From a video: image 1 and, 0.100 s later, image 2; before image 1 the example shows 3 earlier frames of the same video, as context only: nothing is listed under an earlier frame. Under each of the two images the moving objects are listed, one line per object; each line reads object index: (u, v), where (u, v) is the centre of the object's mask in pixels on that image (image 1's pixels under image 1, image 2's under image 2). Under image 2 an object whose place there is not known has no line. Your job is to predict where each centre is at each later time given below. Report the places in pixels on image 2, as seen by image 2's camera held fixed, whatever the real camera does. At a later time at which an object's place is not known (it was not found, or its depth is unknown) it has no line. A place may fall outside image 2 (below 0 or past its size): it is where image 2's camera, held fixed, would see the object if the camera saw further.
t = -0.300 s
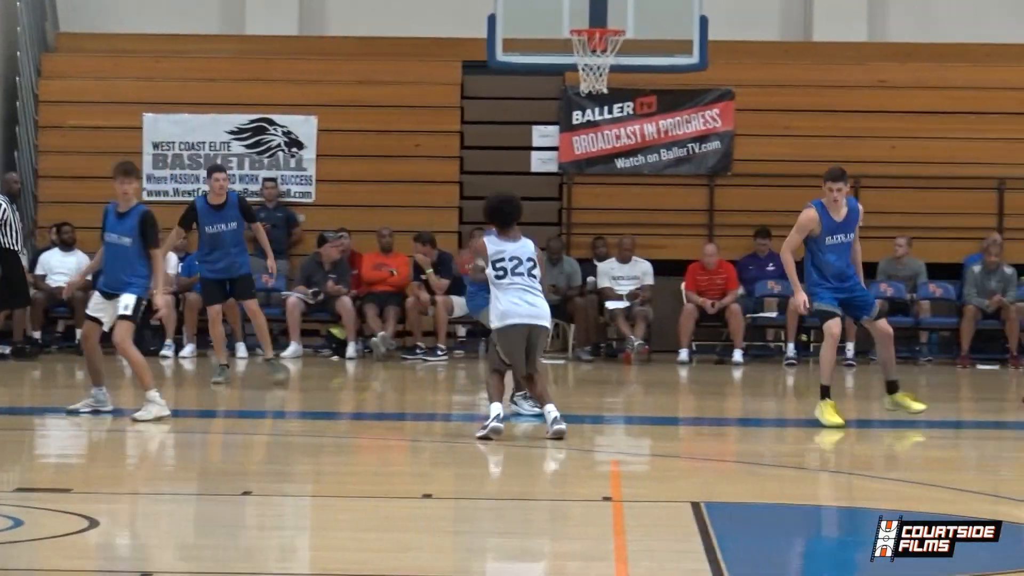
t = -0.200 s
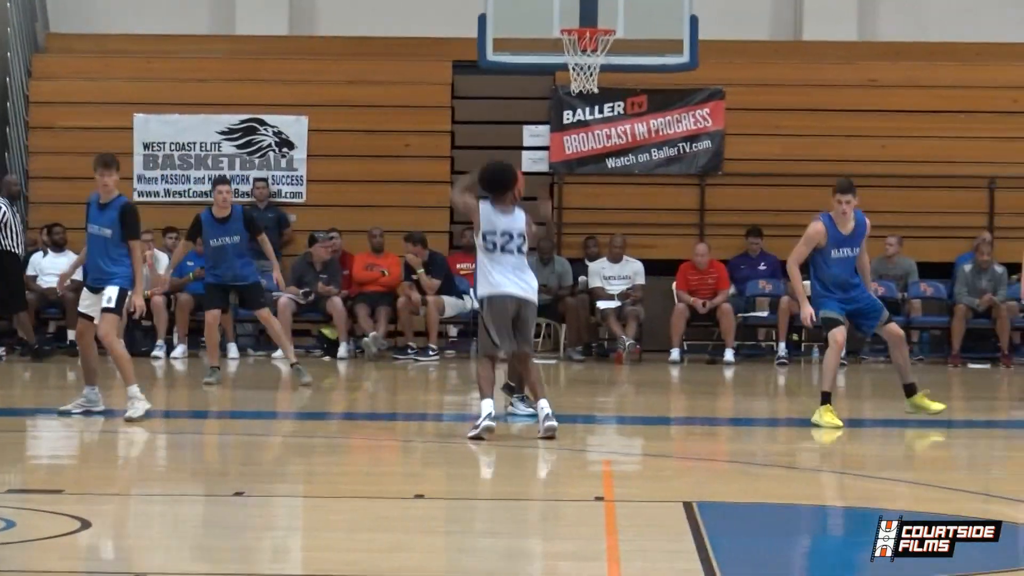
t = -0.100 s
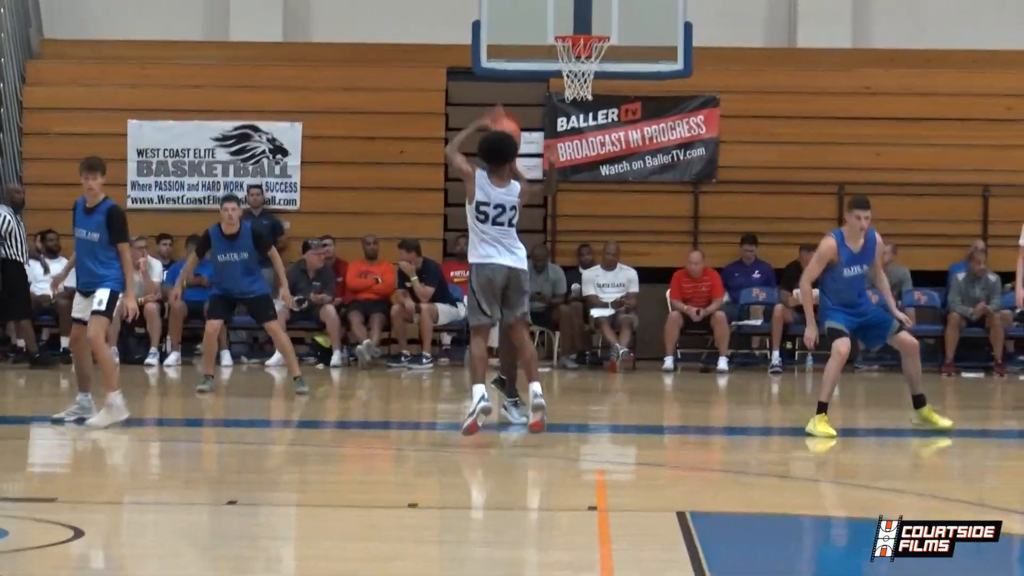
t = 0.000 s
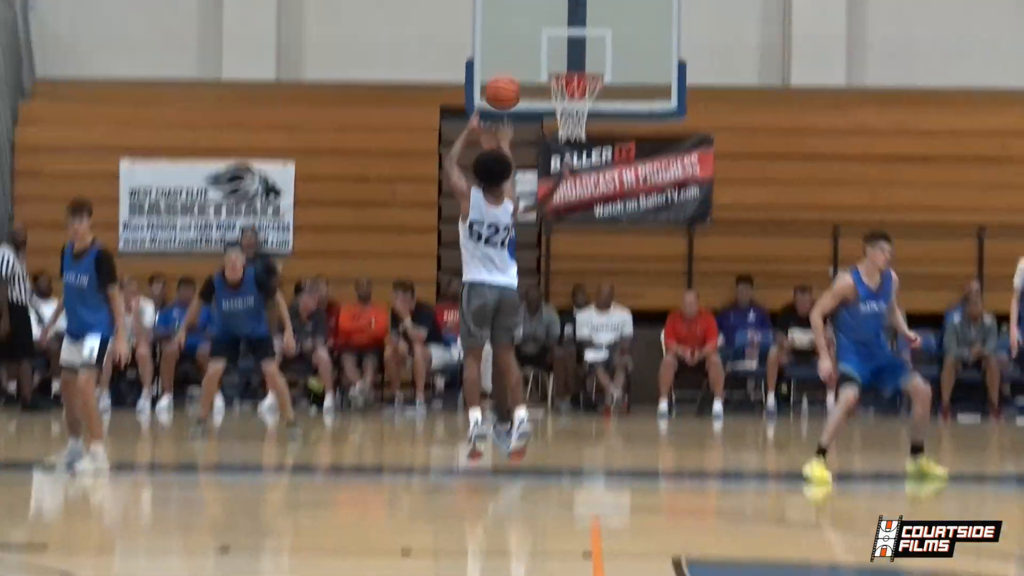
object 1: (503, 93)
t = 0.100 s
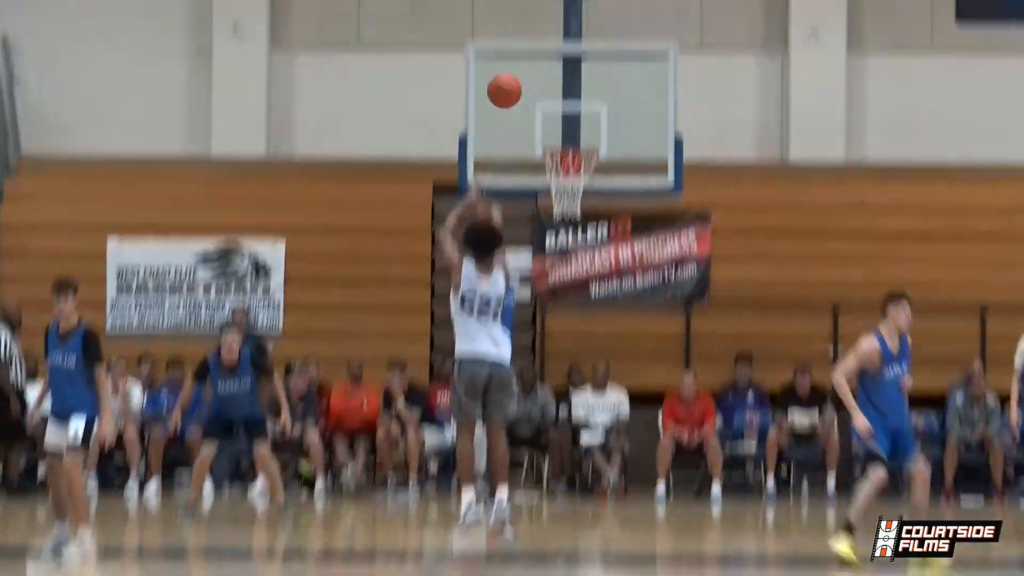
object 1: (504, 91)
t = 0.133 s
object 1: (508, 66)
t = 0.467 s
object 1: (529, -66)
